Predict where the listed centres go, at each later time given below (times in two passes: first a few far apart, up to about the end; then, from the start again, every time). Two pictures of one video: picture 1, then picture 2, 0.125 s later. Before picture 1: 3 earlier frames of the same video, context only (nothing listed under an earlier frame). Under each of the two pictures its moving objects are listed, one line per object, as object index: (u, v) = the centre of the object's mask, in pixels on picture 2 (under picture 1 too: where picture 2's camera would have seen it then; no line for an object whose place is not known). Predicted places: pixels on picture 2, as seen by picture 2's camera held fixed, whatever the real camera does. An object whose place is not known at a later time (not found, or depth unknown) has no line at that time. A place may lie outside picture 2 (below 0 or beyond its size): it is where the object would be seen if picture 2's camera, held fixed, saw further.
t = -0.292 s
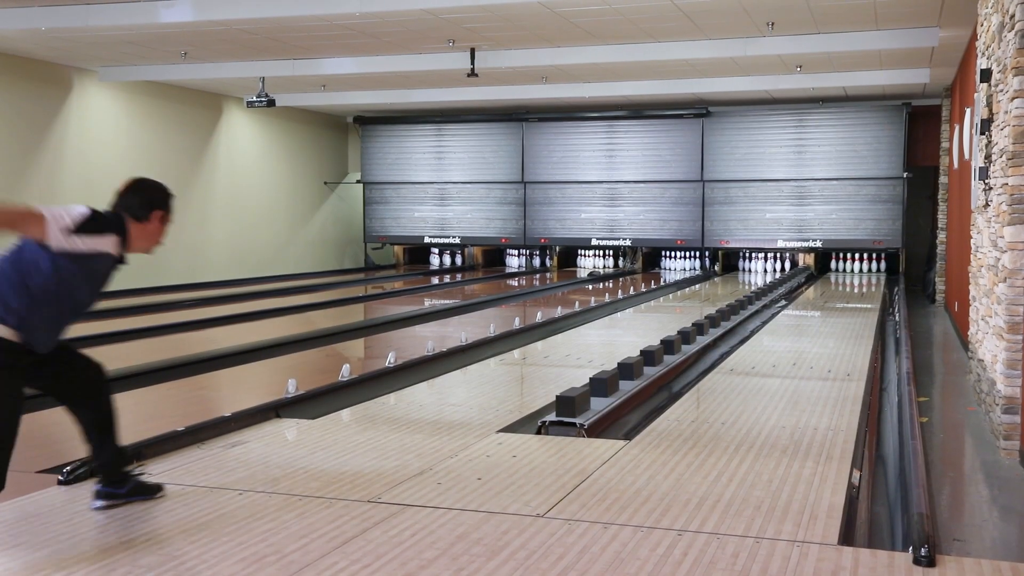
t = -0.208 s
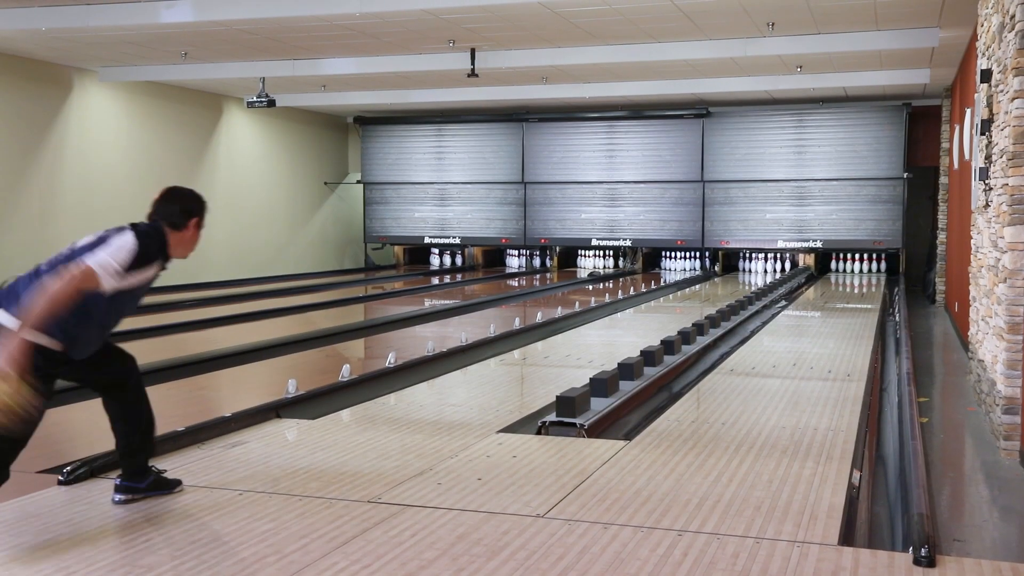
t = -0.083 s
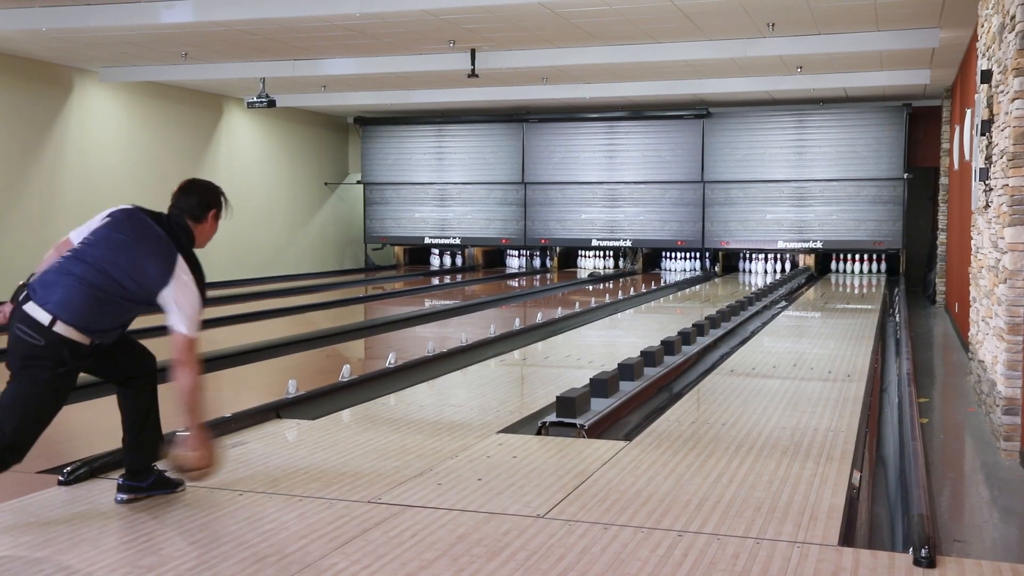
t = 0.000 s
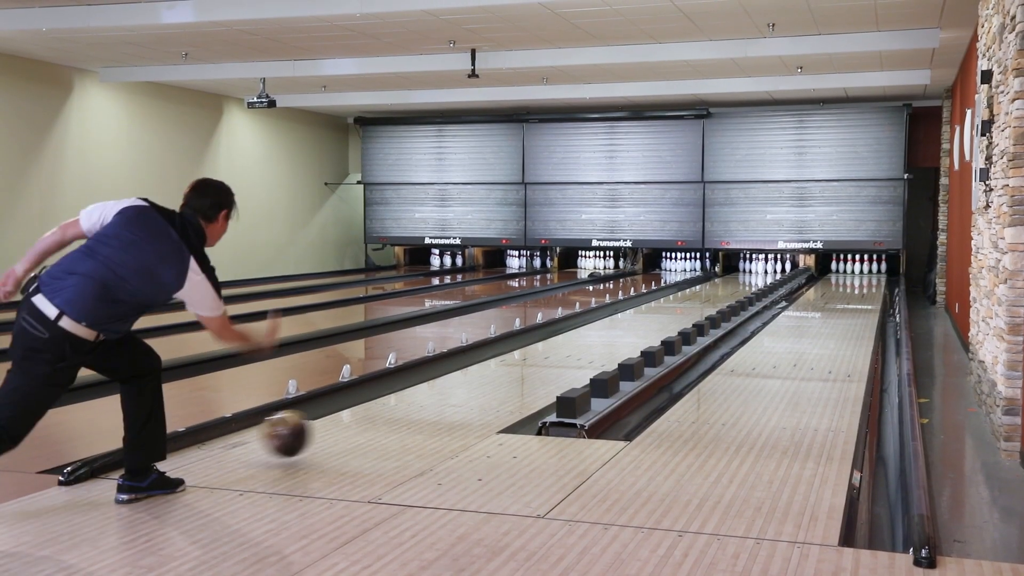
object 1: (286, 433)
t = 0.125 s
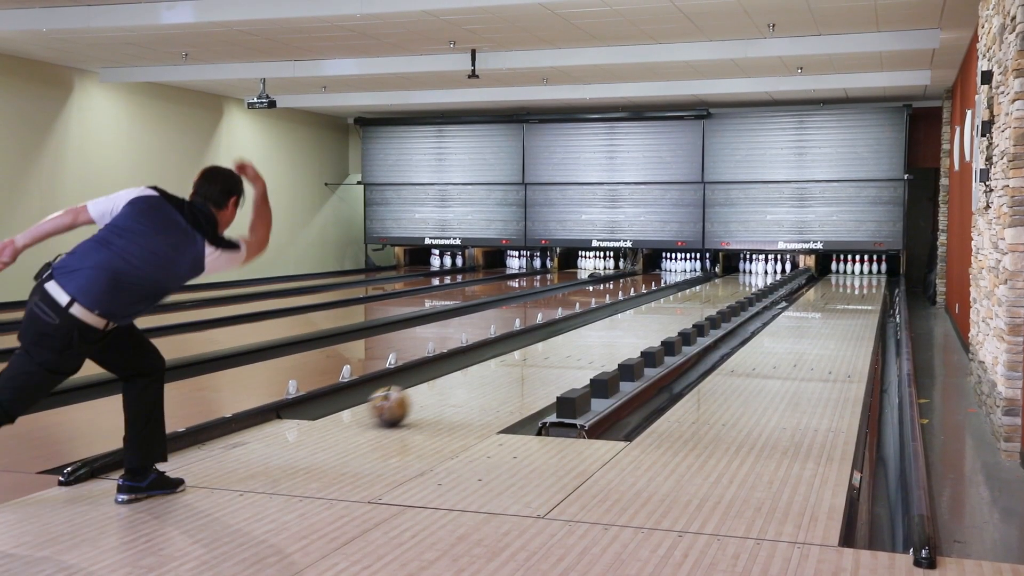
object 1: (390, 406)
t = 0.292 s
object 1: (485, 374)
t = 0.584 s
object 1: (591, 339)
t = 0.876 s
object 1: (657, 316)
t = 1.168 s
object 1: (702, 301)
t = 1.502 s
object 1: (736, 288)
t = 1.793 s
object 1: (755, 281)
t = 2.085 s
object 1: (765, 274)
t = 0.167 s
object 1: (416, 397)
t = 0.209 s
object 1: (442, 389)
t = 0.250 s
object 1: (465, 381)
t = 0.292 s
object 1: (485, 374)
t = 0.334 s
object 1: (504, 369)
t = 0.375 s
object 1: (522, 363)
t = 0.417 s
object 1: (538, 357)
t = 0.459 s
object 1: (553, 352)
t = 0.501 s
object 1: (566, 347)
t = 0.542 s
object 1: (580, 343)
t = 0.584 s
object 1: (591, 339)
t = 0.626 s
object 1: (603, 335)
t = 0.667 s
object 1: (613, 332)
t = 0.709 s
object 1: (623, 328)
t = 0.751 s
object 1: (632, 325)
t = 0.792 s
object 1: (641, 322)
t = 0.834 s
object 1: (649, 319)
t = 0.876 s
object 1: (657, 316)
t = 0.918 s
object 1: (665, 314)
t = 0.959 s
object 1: (671, 311)
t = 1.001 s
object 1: (678, 309)
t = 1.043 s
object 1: (685, 307)
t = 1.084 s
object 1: (690, 304)
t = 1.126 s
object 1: (696, 302)
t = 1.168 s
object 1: (702, 301)
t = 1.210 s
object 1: (706, 299)
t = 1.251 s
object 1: (711, 297)
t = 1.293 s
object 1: (716, 295)
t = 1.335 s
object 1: (720, 294)
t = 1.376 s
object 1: (724, 293)
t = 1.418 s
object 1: (728, 290)
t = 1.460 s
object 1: (732, 289)
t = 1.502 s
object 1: (736, 288)
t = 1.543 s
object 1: (739, 287)
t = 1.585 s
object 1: (743, 286)
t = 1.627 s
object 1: (744, 285)
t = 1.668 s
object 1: (747, 284)
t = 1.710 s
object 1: (751, 283)
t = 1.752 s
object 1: (754, 281)
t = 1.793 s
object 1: (755, 281)
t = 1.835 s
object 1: (756, 279)
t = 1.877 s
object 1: (758, 278)
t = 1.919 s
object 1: (759, 279)
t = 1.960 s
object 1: (761, 277)
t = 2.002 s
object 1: (762, 276)
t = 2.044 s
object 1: (763, 275)
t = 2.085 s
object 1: (765, 274)
